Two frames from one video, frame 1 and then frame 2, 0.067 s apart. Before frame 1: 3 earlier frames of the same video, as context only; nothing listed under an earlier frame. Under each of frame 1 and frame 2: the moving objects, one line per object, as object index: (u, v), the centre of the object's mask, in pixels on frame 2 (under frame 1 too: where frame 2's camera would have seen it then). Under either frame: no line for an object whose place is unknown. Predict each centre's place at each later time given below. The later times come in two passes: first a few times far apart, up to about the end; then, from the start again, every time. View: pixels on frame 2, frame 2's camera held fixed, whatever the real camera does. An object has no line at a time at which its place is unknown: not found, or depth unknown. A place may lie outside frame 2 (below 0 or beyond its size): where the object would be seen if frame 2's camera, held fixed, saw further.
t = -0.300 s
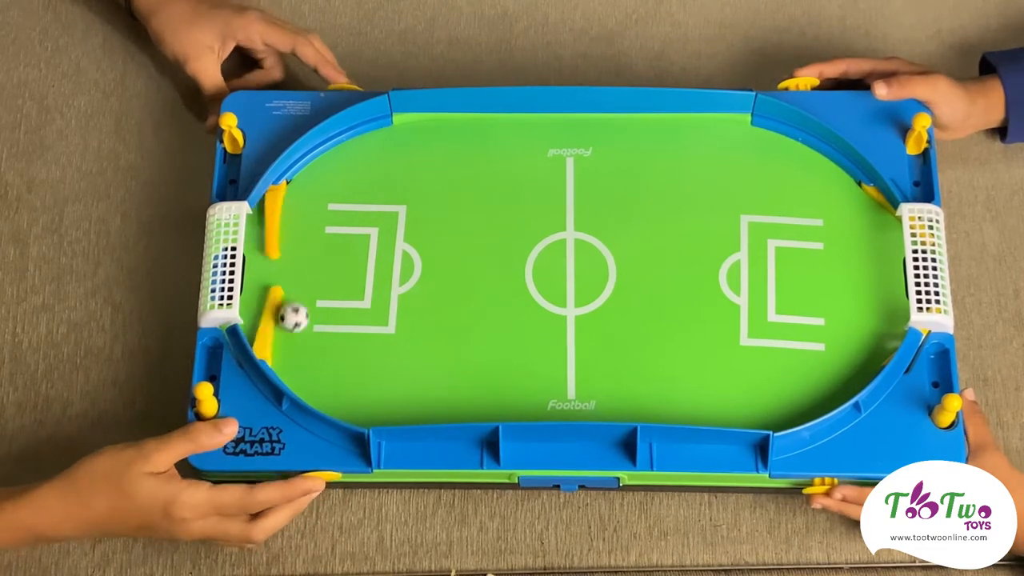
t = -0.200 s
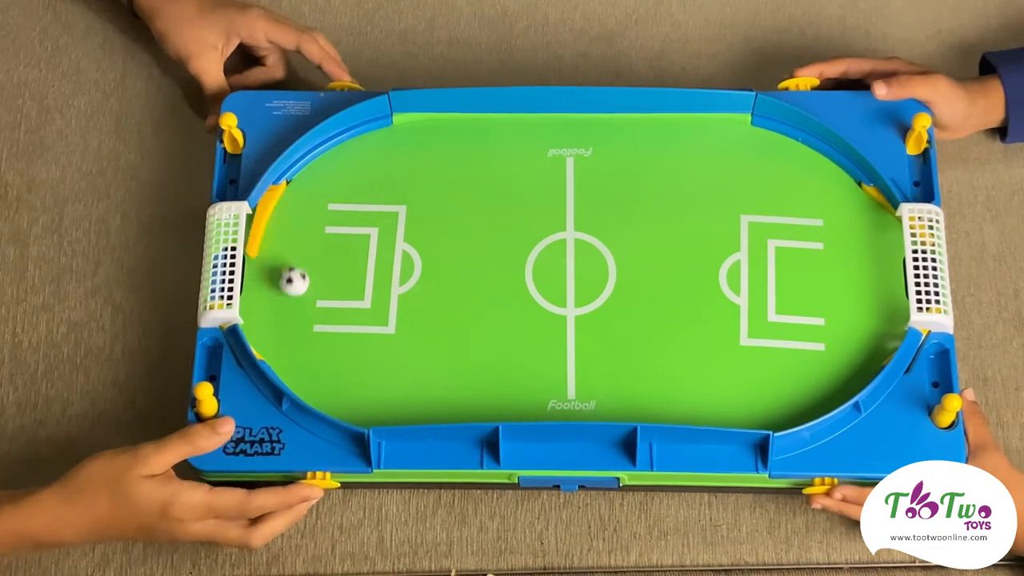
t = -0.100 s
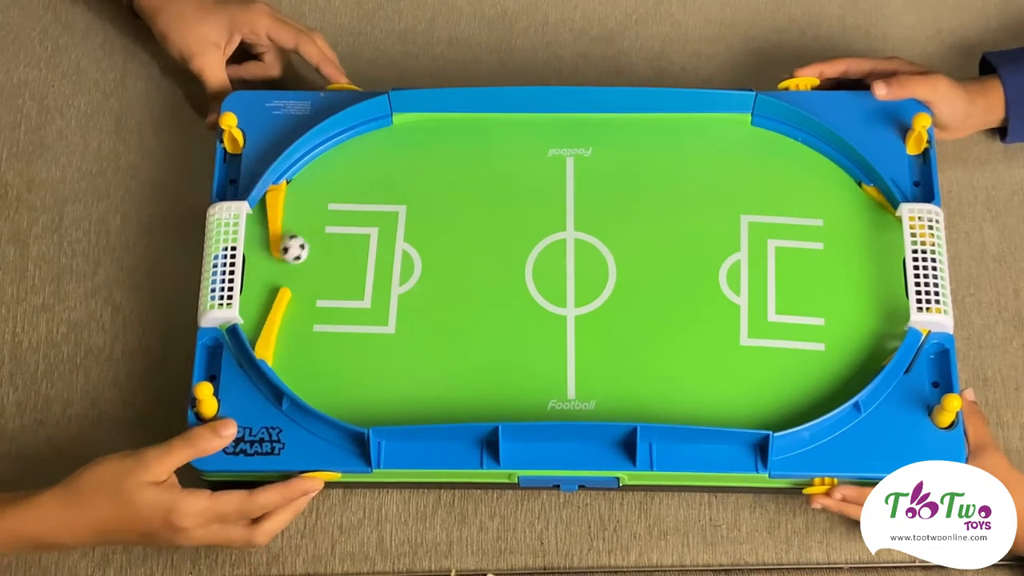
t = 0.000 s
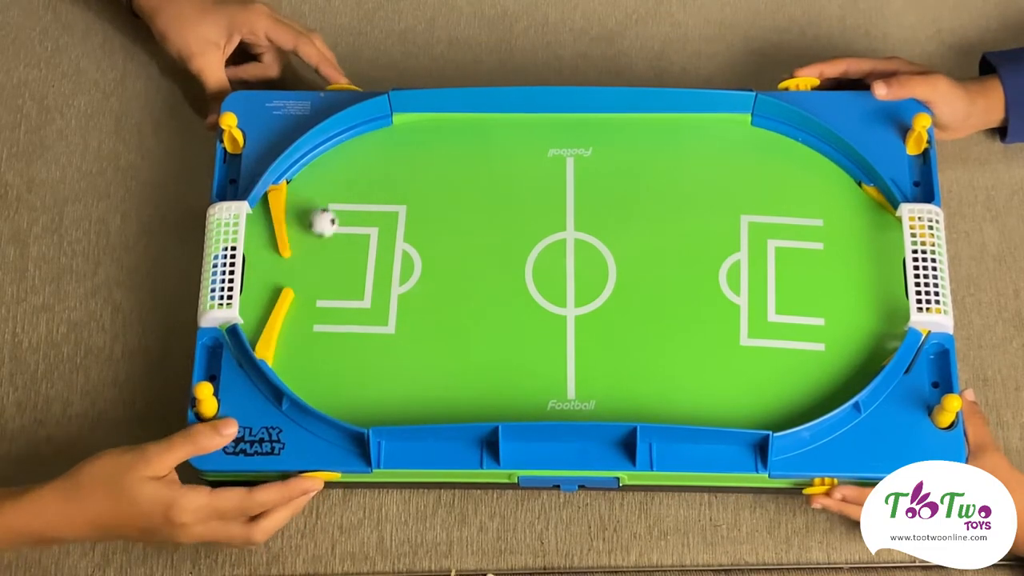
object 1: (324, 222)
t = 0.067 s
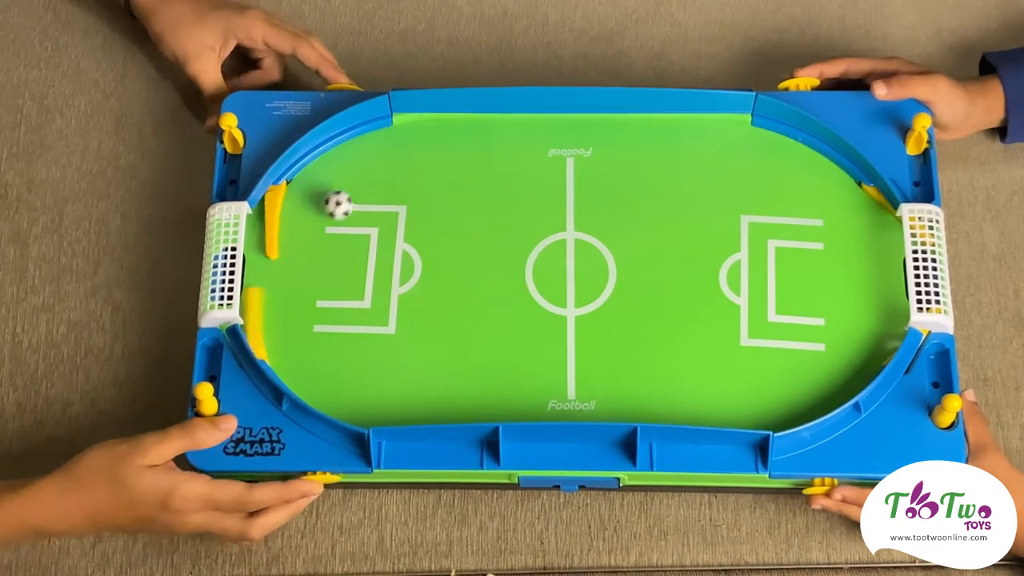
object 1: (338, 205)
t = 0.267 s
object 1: (367, 143)
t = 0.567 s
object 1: (425, 125)
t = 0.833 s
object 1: (460, 125)
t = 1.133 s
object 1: (484, 124)
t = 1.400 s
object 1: (496, 125)
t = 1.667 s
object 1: (493, 124)
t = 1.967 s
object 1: (481, 124)
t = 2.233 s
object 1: (468, 124)
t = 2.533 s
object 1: (466, 124)
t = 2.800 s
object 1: (447, 124)
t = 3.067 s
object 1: (420, 124)
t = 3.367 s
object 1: (383, 131)
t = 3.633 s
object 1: (352, 142)
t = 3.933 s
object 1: (325, 158)
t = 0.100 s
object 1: (344, 196)
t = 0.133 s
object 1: (350, 186)
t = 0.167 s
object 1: (355, 176)
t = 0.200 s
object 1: (359, 166)
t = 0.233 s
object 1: (364, 155)
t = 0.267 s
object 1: (367, 143)
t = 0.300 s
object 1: (371, 135)
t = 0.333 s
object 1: (380, 136)
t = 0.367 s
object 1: (387, 134)
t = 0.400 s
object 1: (394, 130)
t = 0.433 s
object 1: (400, 127)
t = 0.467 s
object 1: (407, 125)
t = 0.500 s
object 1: (413, 125)
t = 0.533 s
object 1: (419, 125)
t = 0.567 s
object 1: (425, 125)
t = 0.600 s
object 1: (430, 125)
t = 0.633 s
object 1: (435, 125)
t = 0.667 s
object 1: (440, 126)
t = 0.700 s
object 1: (444, 125)
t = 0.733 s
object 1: (448, 124)
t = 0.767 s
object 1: (452, 124)
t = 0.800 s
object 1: (456, 125)
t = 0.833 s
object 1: (460, 125)
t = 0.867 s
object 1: (463, 125)
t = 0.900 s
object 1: (466, 125)
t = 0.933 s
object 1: (469, 125)
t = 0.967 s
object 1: (471, 125)
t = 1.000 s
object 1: (474, 125)
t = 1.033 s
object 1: (477, 125)
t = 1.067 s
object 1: (480, 125)
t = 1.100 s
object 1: (482, 124)
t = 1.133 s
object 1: (484, 124)
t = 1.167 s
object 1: (486, 124)
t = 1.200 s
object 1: (488, 124)
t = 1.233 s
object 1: (490, 124)
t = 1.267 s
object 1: (491, 124)
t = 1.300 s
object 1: (492, 124)
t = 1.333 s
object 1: (494, 124)
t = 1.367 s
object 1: (494, 125)
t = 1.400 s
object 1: (496, 125)
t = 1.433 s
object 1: (496, 125)
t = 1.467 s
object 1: (496, 125)
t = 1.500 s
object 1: (496, 124)
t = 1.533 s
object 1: (496, 124)
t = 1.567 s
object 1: (496, 124)
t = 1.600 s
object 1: (495, 124)
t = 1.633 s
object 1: (495, 125)
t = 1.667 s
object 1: (493, 124)
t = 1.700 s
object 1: (493, 124)
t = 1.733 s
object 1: (491, 124)
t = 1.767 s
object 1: (491, 125)
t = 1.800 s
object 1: (489, 125)
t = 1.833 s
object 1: (488, 124)
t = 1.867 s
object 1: (487, 124)
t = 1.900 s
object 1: (485, 124)
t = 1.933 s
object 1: (483, 124)
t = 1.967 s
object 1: (481, 124)
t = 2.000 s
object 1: (480, 124)
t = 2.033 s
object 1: (477, 124)
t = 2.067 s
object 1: (476, 124)
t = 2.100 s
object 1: (474, 124)
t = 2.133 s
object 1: (472, 124)
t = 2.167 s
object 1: (470, 124)
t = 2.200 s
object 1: (468, 124)
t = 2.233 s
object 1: (468, 124)
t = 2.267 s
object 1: (468, 124)
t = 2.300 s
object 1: (467, 124)
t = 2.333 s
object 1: (467, 124)
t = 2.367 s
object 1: (467, 124)
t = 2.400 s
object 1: (467, 124)
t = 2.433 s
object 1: (467, 124)
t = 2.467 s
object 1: (466, 124)
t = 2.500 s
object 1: (466, 124)
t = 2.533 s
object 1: (466, 124)
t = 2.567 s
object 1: (464, 124)
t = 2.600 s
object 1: (462, 124)
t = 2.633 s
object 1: (460, 124)
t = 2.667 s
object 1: (458, 124)
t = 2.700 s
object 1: (455, 124)
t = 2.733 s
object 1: (452, 124)
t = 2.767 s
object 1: (450, 124)
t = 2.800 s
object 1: (447, 124)
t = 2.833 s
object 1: (444, 125)
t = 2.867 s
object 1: (441, 124)
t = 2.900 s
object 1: (438, 124)
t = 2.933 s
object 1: (435, 125)
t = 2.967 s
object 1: (431, 125)
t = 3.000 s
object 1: (428, 125)
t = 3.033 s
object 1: (424, 125)
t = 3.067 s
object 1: (420, 124)
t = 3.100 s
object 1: (416, 124)
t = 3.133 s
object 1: (411, 125)
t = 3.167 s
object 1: (407, 125)
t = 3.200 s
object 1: (403, 126)
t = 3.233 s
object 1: (399, 126)
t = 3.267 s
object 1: (395, 128)
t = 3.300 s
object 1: (390, 129)
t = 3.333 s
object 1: (387, 130)
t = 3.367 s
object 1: (383, 131)
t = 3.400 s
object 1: (379, 132)
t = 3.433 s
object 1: (375, 133)
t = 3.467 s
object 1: (371, 135)
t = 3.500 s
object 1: (367, 136)
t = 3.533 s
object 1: (363, 138)
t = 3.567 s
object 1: (359, 139)
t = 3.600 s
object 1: (356, 141)
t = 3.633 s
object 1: (352, 142)
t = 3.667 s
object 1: (349, 145)
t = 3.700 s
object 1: (345, 146)
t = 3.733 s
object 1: (341, 148)
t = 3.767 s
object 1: (338, 149)
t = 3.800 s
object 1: (336, 151)
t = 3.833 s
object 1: (333, 152)
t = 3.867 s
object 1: (331, 154)
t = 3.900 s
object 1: (328, 156)
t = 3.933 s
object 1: (325, 158)
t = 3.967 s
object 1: (322, 160)
